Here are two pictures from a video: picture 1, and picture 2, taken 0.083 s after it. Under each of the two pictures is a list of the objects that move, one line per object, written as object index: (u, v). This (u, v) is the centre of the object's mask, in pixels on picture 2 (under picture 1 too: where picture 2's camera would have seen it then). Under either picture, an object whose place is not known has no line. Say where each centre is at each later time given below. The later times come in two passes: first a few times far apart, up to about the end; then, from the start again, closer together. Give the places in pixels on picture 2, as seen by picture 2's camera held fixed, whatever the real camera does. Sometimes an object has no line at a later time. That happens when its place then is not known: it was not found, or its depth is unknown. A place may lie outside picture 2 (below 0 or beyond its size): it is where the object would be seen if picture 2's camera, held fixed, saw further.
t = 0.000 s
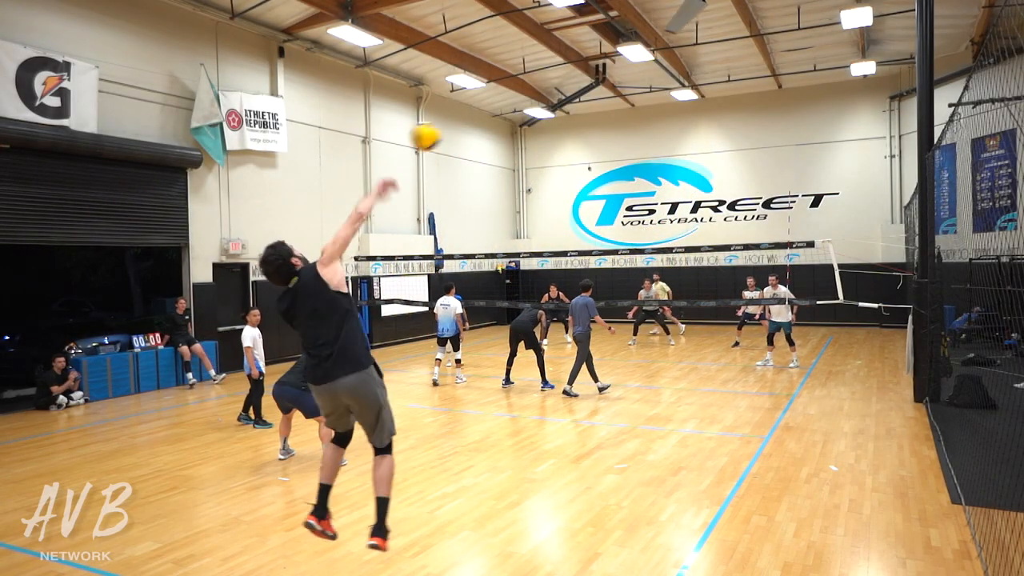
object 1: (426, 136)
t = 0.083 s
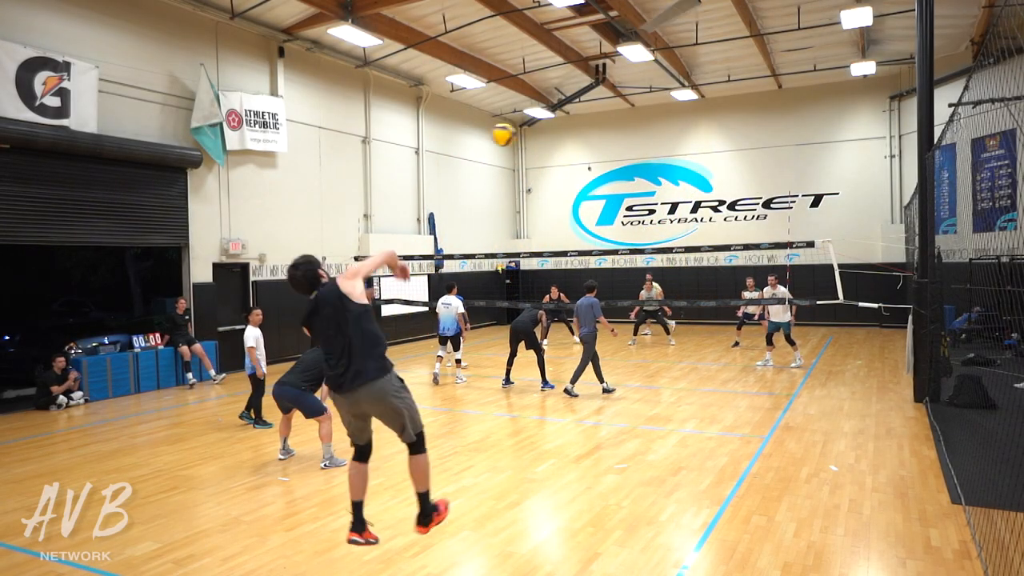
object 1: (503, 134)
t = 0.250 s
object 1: (583, 163)
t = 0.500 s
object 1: (630, 221)
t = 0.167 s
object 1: (554, 146)
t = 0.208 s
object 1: (569, 154)
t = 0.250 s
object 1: (583, 163)
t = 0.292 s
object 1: (594, 170)
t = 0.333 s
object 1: (603, 179)
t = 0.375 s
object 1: (613, 192)
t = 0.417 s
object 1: (619, 201)
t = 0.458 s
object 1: (625, 211)
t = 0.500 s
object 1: (630, 221)
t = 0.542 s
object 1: (634, 232)
